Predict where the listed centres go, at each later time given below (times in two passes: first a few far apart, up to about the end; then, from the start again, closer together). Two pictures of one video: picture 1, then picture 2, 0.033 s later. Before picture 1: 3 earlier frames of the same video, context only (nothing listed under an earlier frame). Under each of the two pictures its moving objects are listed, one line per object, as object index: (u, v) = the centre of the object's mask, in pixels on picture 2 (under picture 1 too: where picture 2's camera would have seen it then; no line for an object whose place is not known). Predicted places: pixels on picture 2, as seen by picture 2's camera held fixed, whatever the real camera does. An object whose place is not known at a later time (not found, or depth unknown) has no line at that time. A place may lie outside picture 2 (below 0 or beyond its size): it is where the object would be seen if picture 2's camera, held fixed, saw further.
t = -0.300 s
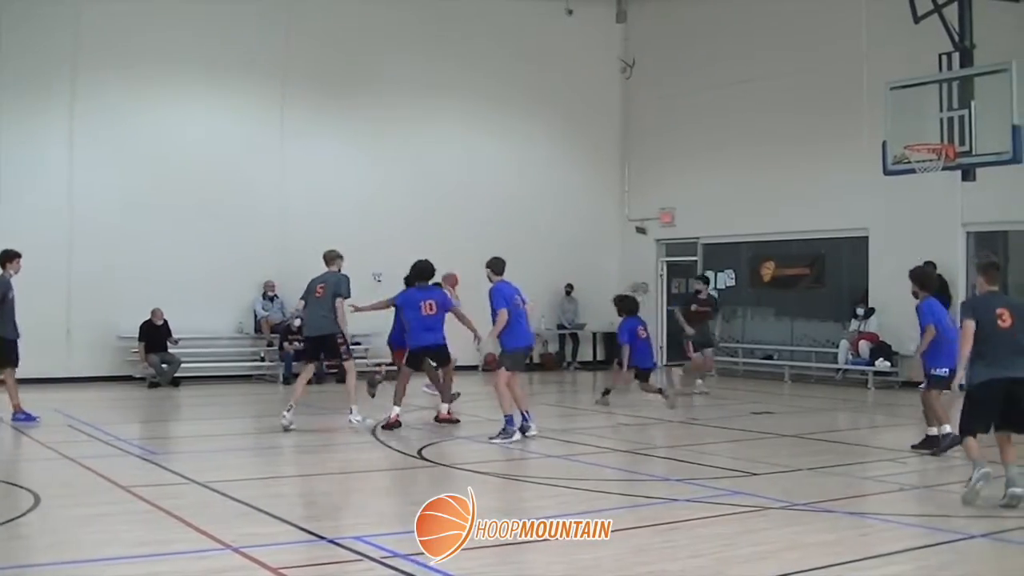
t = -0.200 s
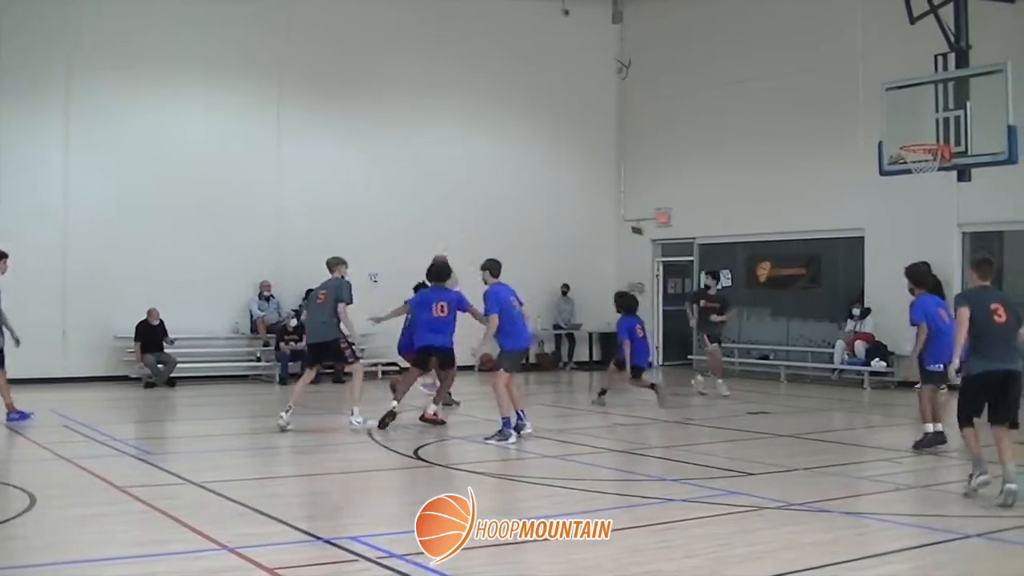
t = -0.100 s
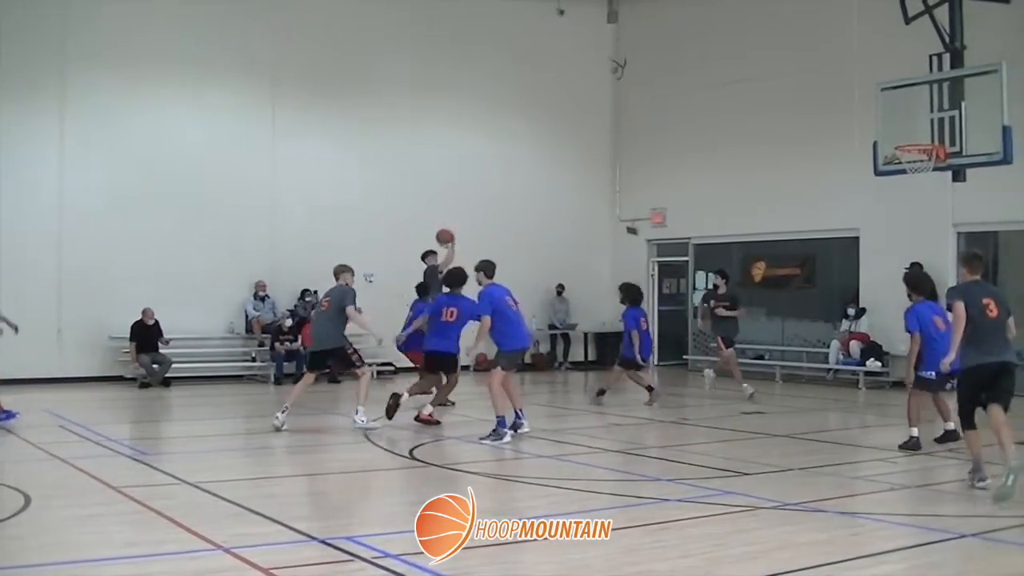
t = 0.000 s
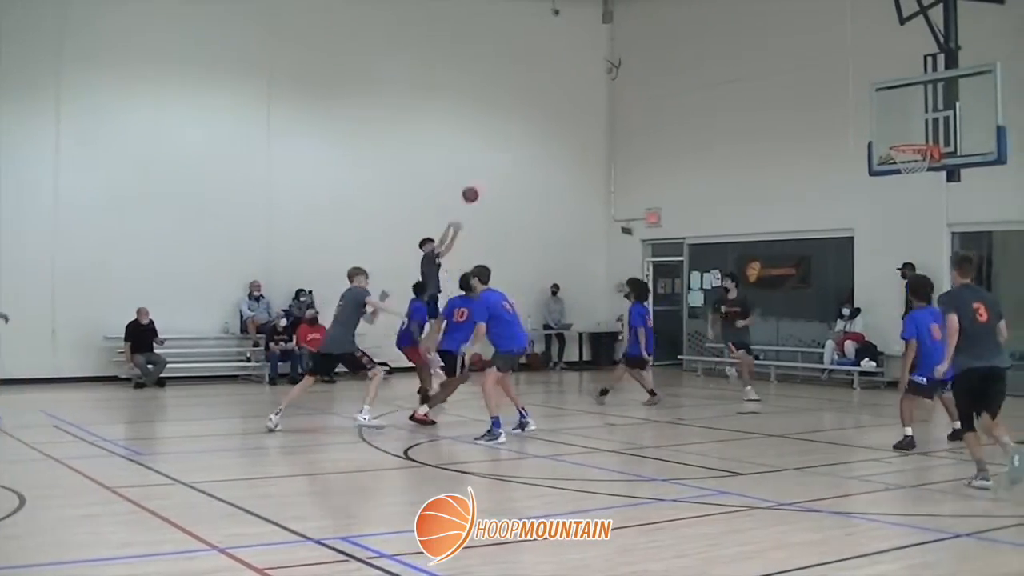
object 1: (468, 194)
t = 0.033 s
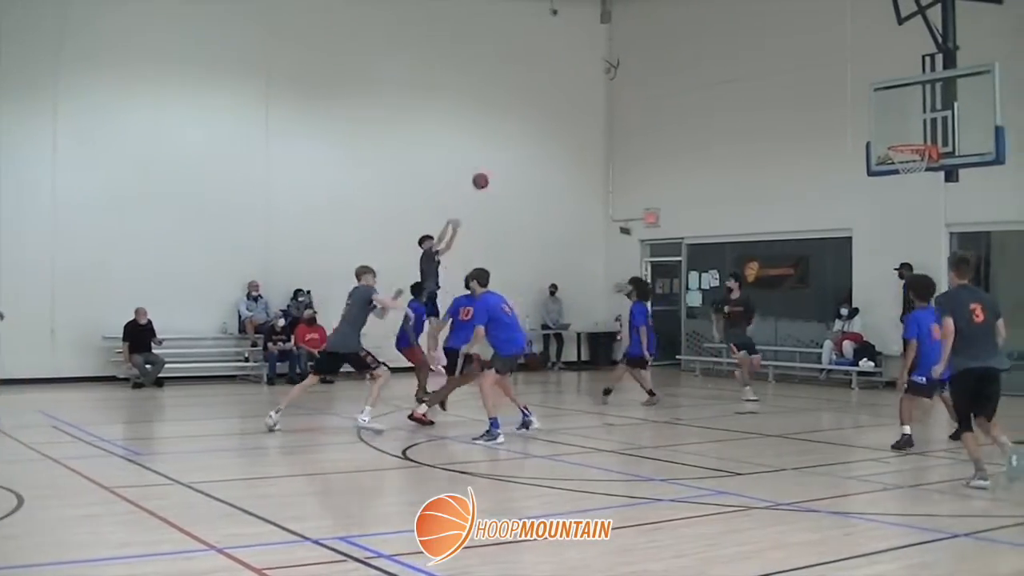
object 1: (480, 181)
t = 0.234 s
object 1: (556, 113)
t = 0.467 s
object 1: (649, 67)
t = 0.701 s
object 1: (751, 60)
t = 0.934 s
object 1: (861, 99)
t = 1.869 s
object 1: (780, 148)
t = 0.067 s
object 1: (492, 168)
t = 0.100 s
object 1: (504, 156)
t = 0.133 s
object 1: (517, 144)
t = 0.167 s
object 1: (530, 133)
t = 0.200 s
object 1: (543, 123)
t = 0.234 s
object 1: (556, 113)
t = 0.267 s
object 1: (568, 105)
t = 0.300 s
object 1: (581, 96)
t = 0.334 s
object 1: (594, 89)
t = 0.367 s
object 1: (608, 83)
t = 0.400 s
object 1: (622, 77)
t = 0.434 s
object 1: (635, 71)
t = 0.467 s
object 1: (649, 67)
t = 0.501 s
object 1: (663, 63)
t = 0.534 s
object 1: (678, 60)
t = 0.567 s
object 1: (693, 58)
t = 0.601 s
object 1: (707, 57)
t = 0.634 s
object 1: (722, 57)
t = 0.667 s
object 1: (736, 58)
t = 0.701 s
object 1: (751, 60)
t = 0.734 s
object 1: (767, 62)
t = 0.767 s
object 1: (783, 66)
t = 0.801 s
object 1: (797, 71)
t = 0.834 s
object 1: (814, 76)
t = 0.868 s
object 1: (830, 83)
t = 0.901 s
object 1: (846, 90)
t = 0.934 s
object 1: (861, 99)
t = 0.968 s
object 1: (879, 109)
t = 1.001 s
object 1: (895, 120)
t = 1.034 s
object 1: (912, 132)
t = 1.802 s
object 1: (791, 129)
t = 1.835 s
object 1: (785, 138)
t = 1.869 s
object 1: (780, 148)
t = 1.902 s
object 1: (775, 159)
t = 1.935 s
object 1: (771, 171)
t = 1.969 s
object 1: (766, 183)
